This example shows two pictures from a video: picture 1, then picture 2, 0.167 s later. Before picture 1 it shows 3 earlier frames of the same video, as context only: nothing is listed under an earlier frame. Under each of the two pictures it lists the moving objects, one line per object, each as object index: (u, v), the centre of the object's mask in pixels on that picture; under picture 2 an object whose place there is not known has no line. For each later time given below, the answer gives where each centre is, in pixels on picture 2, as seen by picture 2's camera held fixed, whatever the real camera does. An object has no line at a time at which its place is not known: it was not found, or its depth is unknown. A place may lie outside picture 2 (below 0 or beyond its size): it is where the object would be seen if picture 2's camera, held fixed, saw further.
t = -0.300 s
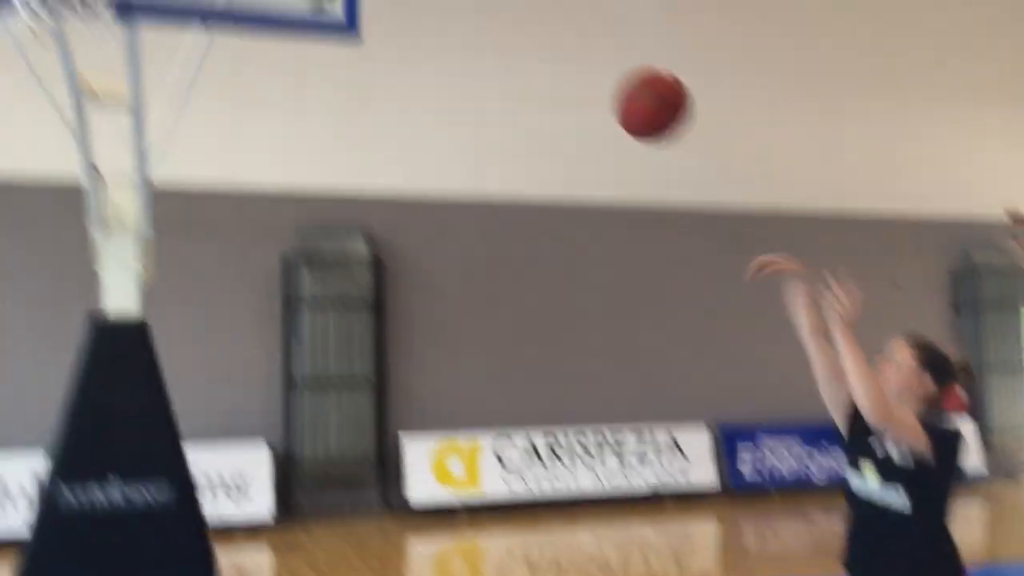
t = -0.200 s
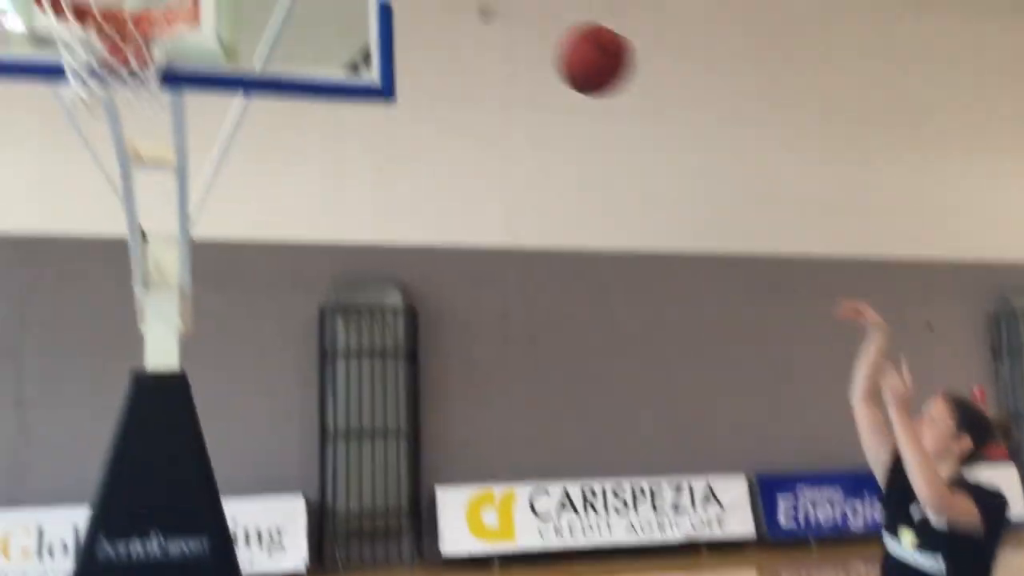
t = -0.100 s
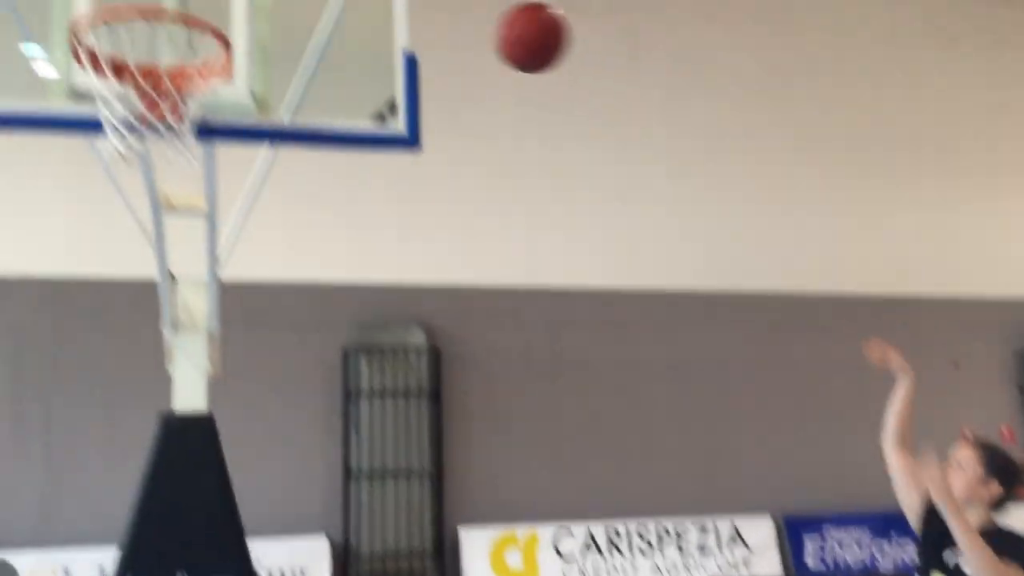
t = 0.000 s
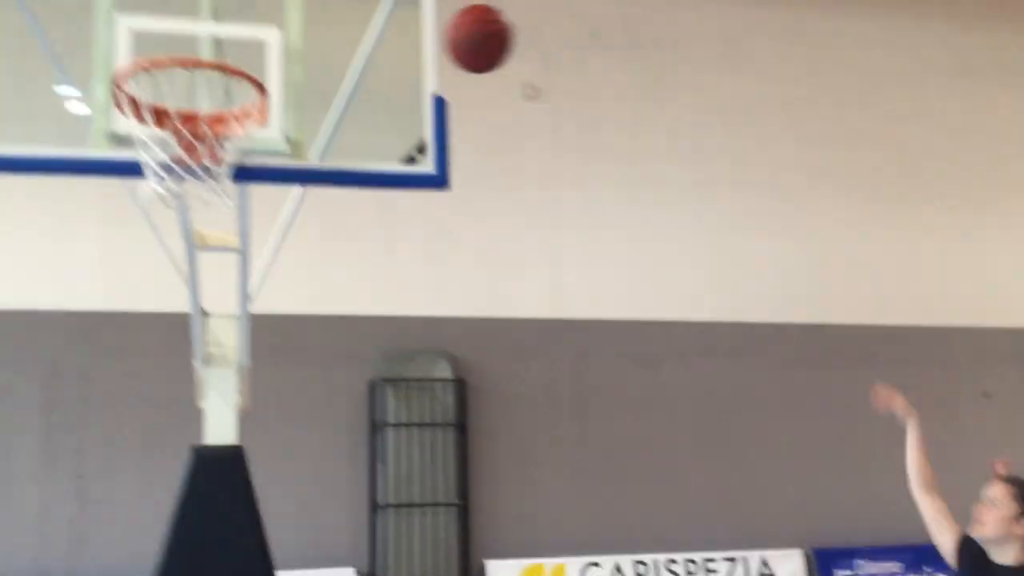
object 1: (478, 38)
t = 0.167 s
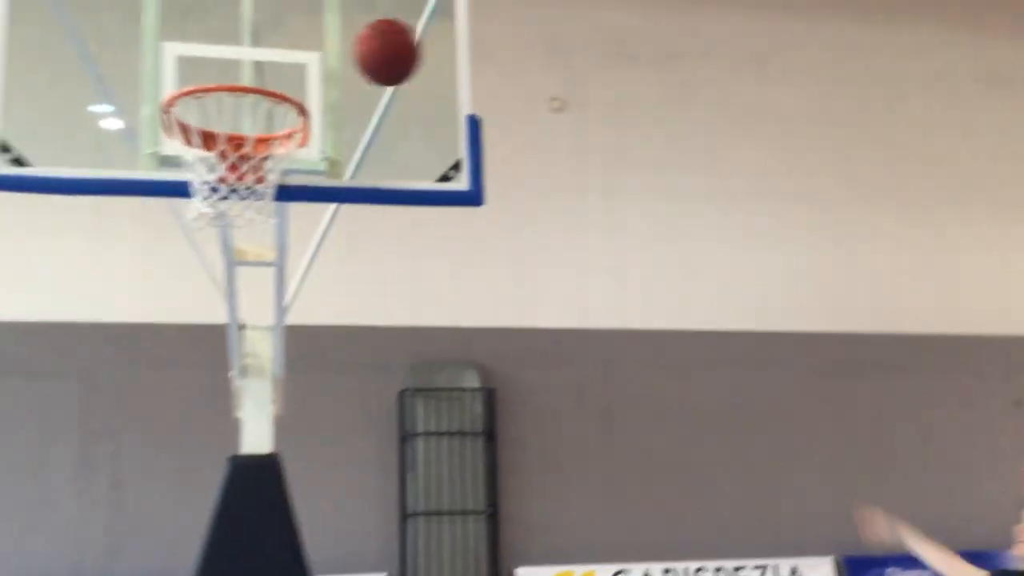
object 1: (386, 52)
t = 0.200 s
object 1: (362, 59)
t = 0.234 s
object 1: (339, 68)
